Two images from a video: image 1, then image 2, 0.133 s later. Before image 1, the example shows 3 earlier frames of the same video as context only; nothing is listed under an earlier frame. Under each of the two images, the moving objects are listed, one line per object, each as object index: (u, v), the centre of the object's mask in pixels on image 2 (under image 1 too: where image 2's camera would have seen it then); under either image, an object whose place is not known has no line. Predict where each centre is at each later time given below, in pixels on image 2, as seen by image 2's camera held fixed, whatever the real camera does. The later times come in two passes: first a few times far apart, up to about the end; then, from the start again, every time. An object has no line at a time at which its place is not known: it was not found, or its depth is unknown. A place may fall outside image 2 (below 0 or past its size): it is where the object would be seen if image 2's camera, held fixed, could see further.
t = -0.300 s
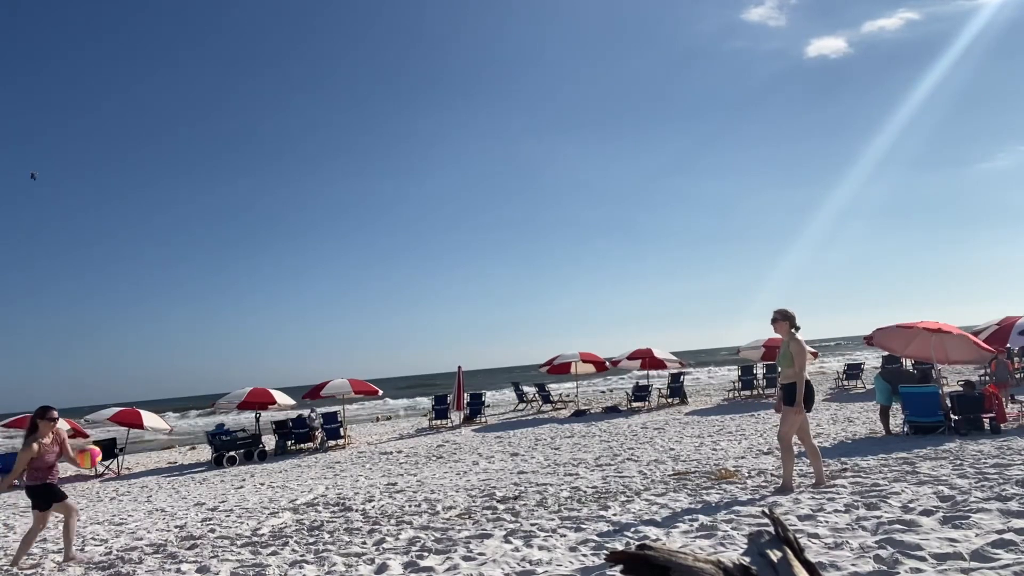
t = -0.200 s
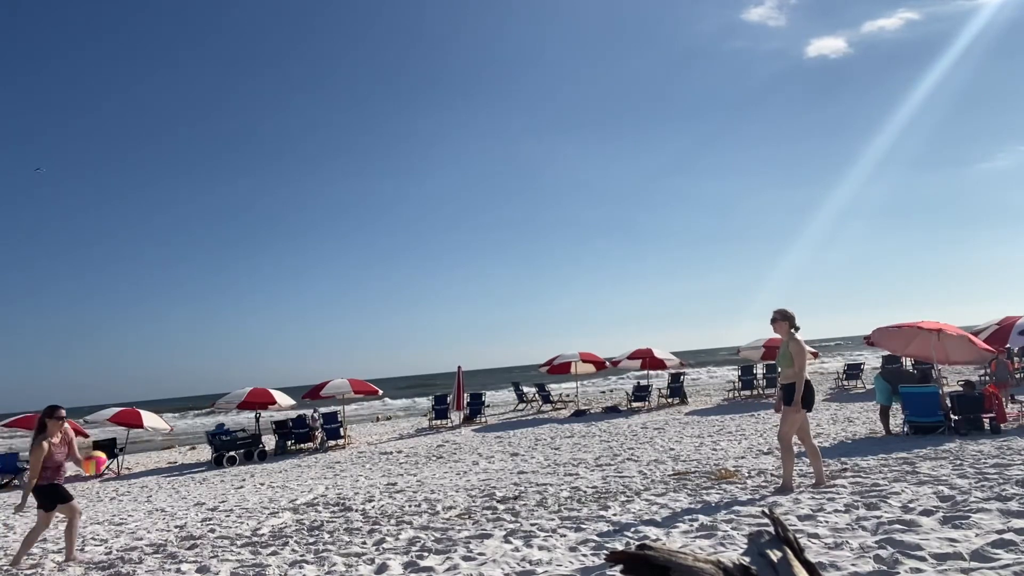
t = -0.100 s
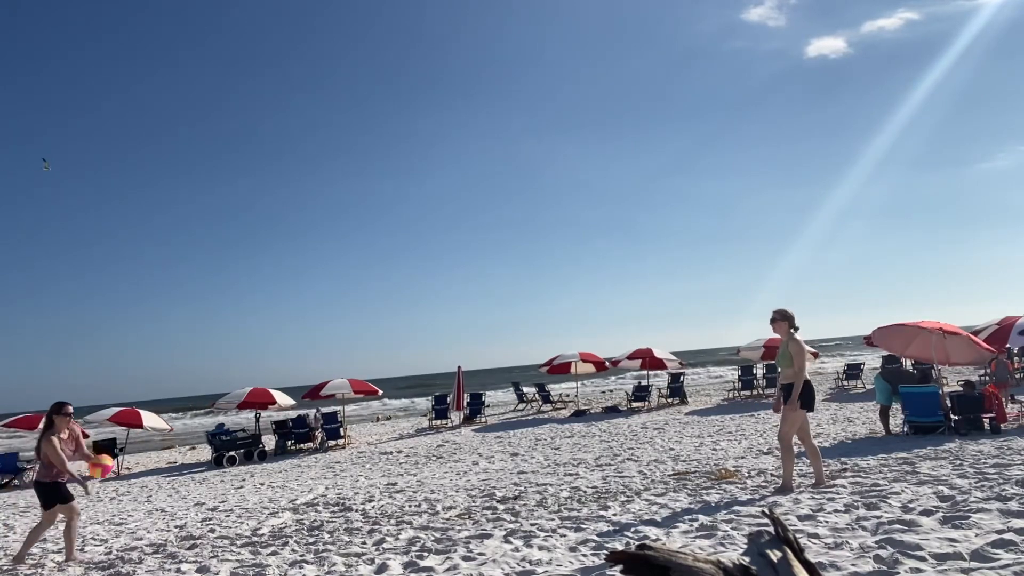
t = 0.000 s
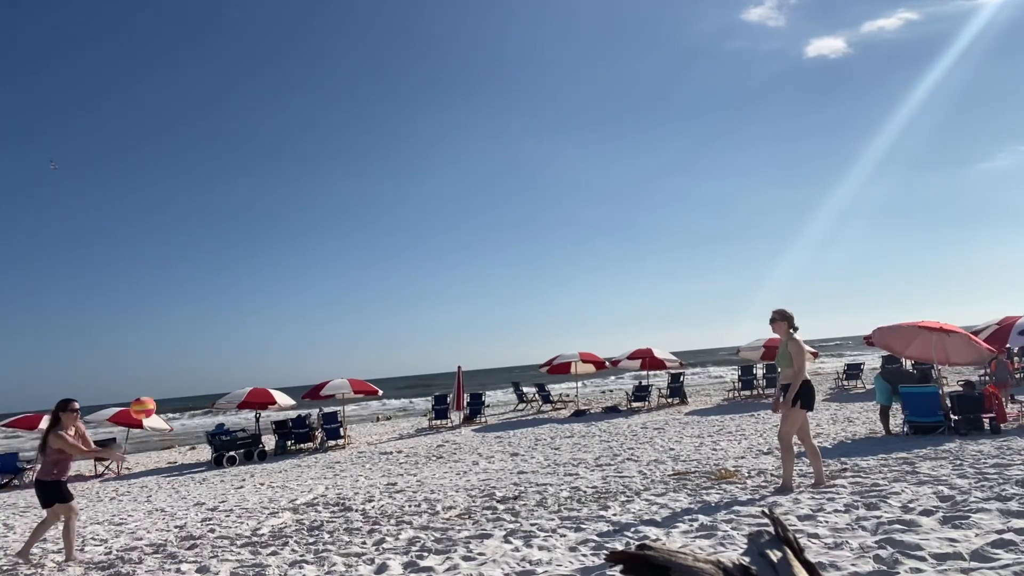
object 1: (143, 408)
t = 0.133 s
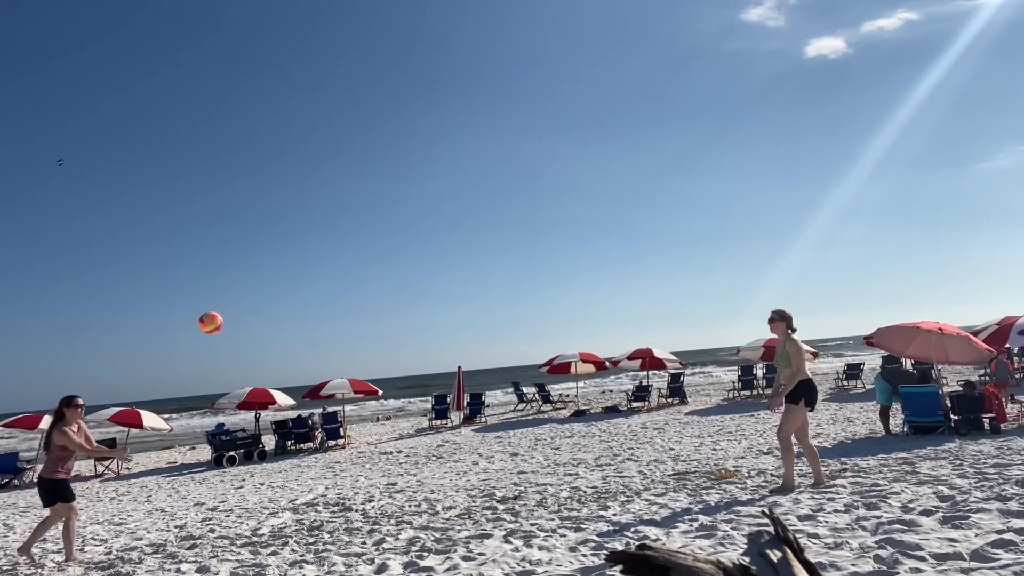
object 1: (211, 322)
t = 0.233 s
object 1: (260, 273)
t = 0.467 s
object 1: (371, 200)
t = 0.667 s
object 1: (461, 175)
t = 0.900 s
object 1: (567, 194)
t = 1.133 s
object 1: (677, 278)
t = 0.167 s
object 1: (227, 305)
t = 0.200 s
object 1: (244, 288)
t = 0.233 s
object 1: (260, 273)
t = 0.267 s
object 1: (276, 259)
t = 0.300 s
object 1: (292, 246)
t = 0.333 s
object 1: (308, 235)
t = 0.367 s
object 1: (324, 225)
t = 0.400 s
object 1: (340, 216)
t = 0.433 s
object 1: (355, 207)
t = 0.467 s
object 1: (371, 200)
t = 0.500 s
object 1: (386, 193)
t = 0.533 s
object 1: (401, 188)
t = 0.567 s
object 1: (416, 183)
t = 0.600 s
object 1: (431, 179)
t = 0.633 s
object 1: (446, 177)
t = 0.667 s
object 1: (461, 175)
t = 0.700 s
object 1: (476, 174)
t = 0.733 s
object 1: (491, 175)
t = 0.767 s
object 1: (506, 176)
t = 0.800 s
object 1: (521, 179)
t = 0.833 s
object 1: (536, 183)
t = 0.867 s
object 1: (552, 188)
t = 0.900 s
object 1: (567, 194)
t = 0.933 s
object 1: (582, 202)
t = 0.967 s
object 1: (598, 211)
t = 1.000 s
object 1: (614, 221)
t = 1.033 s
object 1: (629, 234)
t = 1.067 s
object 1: (645, 247)
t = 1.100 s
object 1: (661, 262)
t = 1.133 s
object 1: (677, 278)
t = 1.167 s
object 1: (694, 296)
